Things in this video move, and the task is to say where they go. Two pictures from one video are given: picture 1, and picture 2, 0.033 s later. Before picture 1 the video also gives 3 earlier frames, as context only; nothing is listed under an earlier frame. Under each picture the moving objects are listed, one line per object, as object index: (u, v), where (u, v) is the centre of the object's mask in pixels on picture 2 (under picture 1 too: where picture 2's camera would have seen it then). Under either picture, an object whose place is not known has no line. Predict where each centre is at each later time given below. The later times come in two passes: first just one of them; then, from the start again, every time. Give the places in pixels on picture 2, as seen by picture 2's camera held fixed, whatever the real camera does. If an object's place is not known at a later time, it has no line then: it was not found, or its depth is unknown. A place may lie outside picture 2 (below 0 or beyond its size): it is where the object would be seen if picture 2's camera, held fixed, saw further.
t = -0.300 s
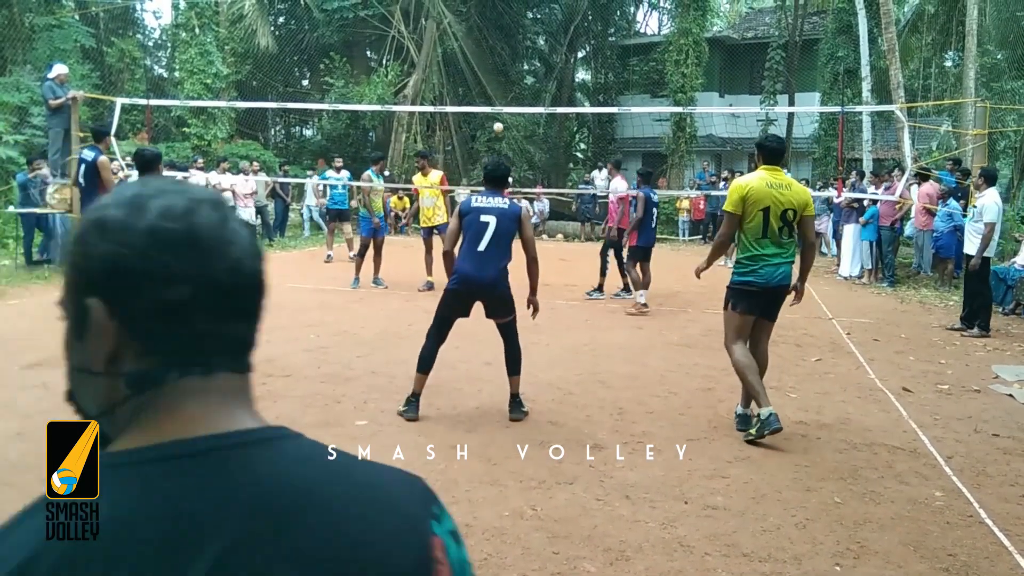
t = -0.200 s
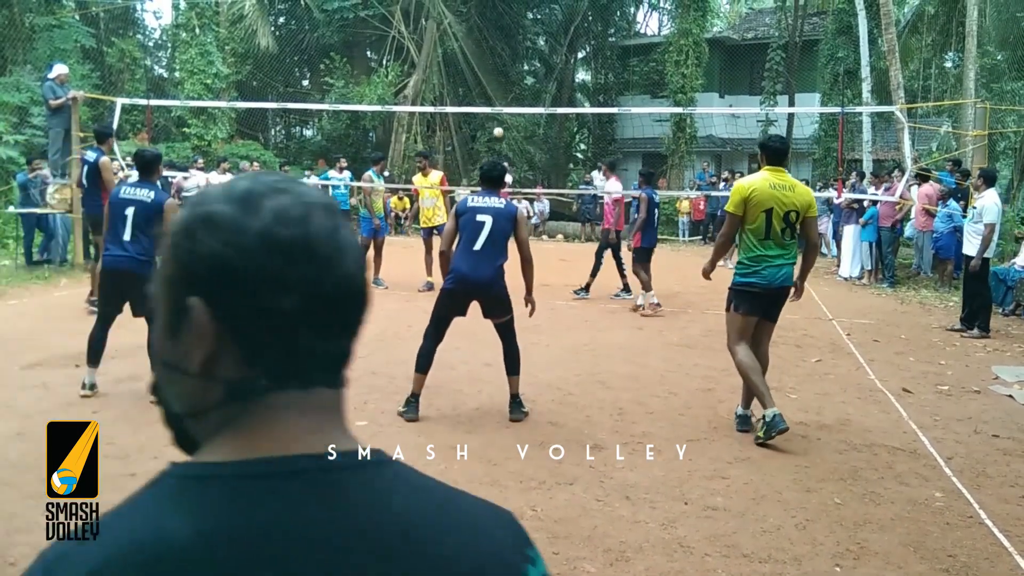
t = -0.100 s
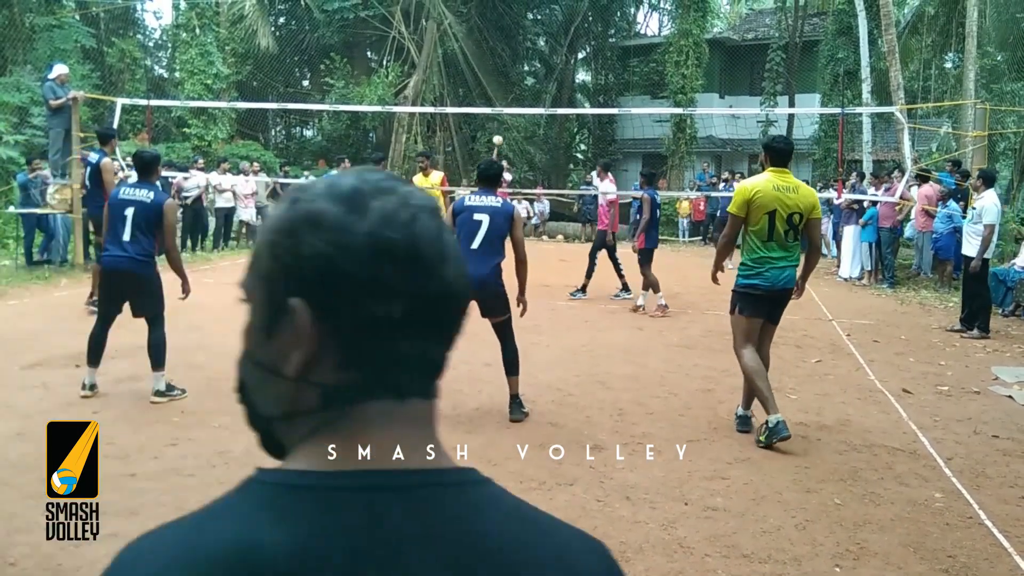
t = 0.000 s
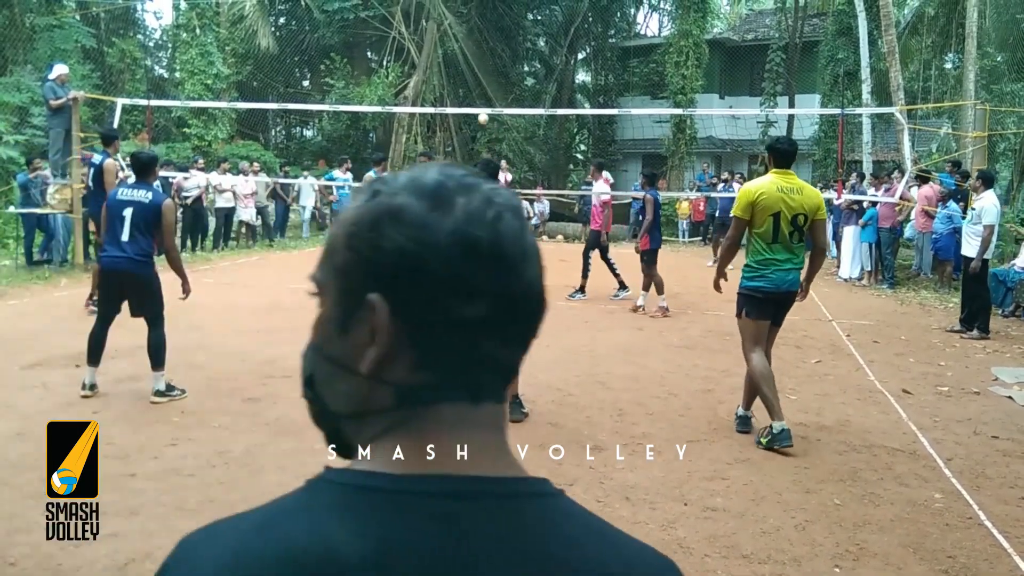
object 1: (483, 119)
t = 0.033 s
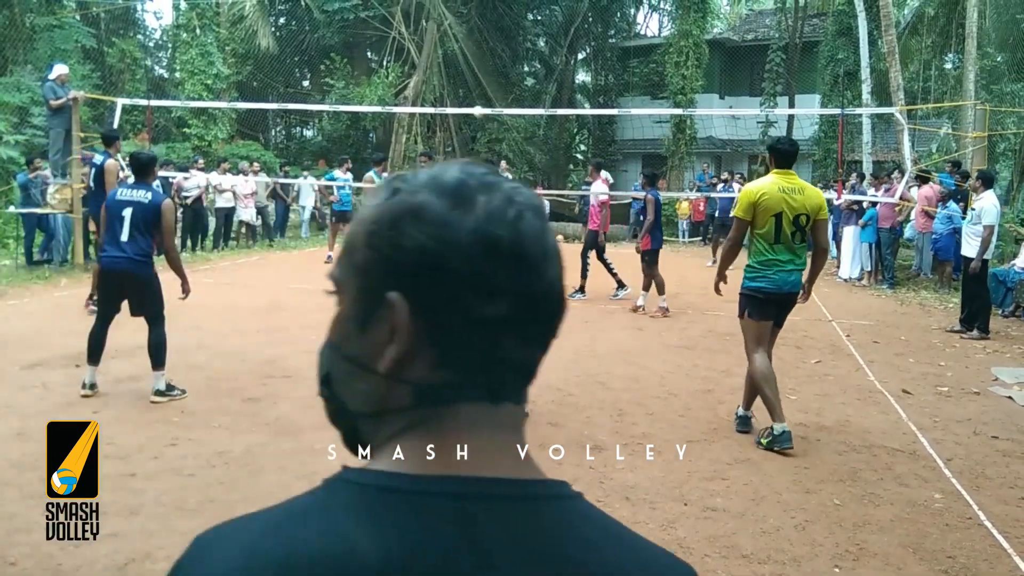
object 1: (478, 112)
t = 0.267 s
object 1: (433, 71)
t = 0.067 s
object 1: (472, 103)
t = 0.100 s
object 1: (466, 98)
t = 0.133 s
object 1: (460, 91)
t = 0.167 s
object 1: (454, 86)
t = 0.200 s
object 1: (448, 81)
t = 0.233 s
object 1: (441, 76)
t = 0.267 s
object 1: (433, 71)
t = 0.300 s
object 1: (426, 68)
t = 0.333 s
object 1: (417, 64)
